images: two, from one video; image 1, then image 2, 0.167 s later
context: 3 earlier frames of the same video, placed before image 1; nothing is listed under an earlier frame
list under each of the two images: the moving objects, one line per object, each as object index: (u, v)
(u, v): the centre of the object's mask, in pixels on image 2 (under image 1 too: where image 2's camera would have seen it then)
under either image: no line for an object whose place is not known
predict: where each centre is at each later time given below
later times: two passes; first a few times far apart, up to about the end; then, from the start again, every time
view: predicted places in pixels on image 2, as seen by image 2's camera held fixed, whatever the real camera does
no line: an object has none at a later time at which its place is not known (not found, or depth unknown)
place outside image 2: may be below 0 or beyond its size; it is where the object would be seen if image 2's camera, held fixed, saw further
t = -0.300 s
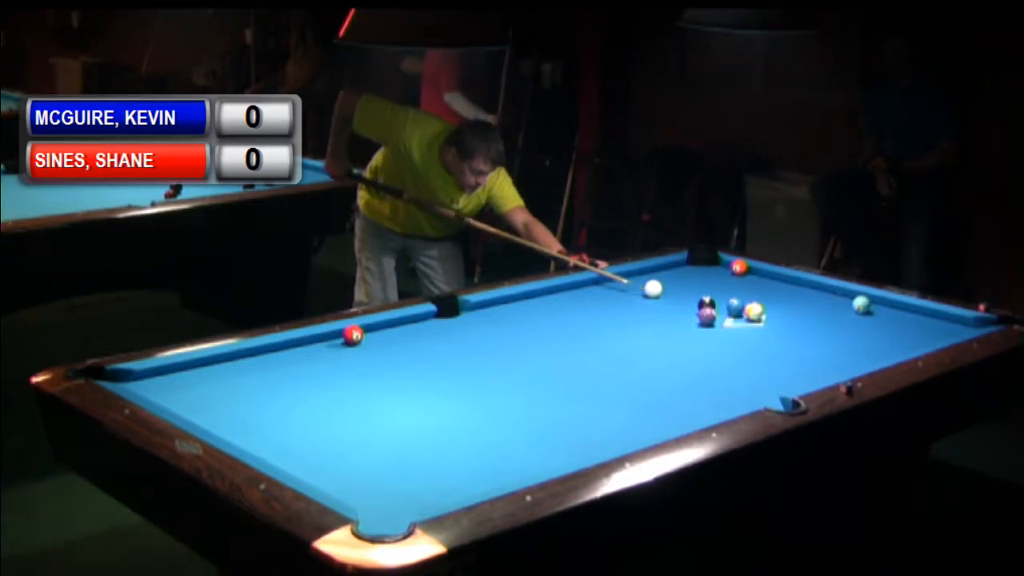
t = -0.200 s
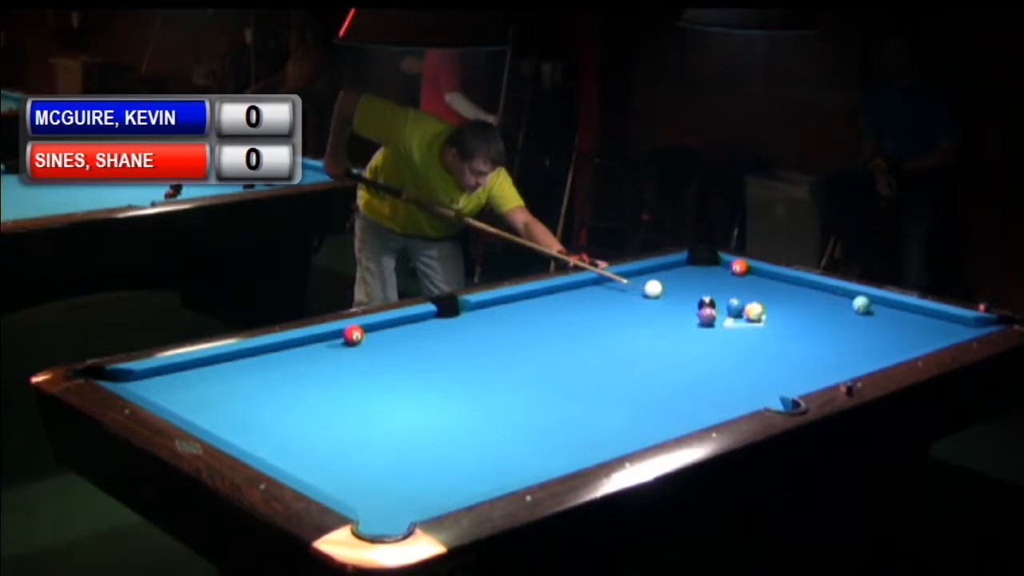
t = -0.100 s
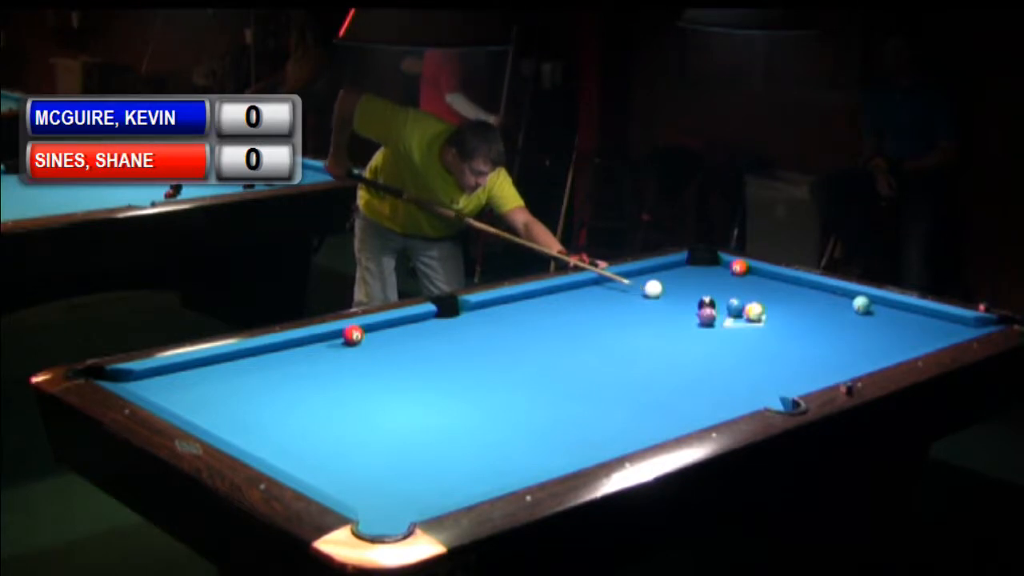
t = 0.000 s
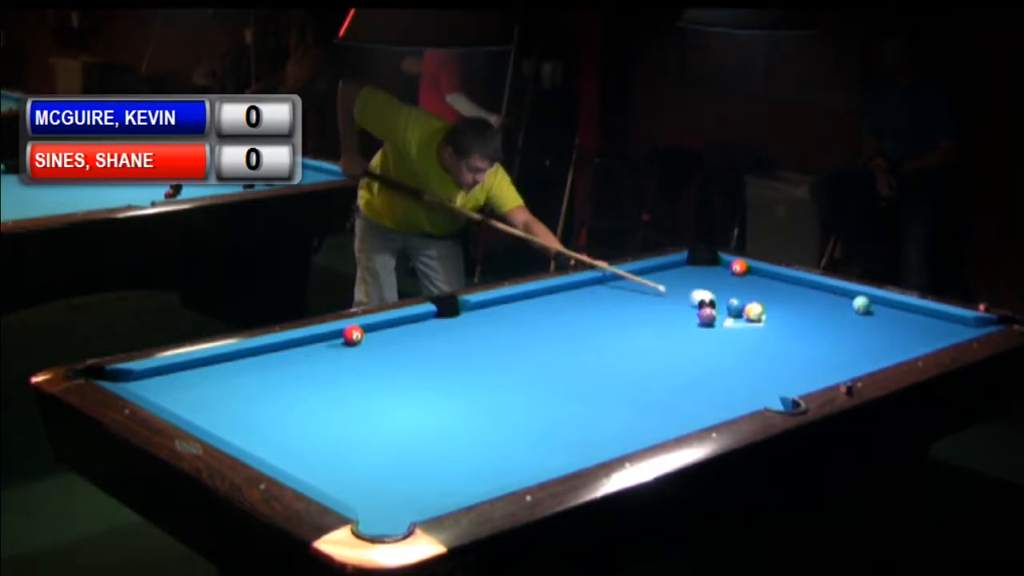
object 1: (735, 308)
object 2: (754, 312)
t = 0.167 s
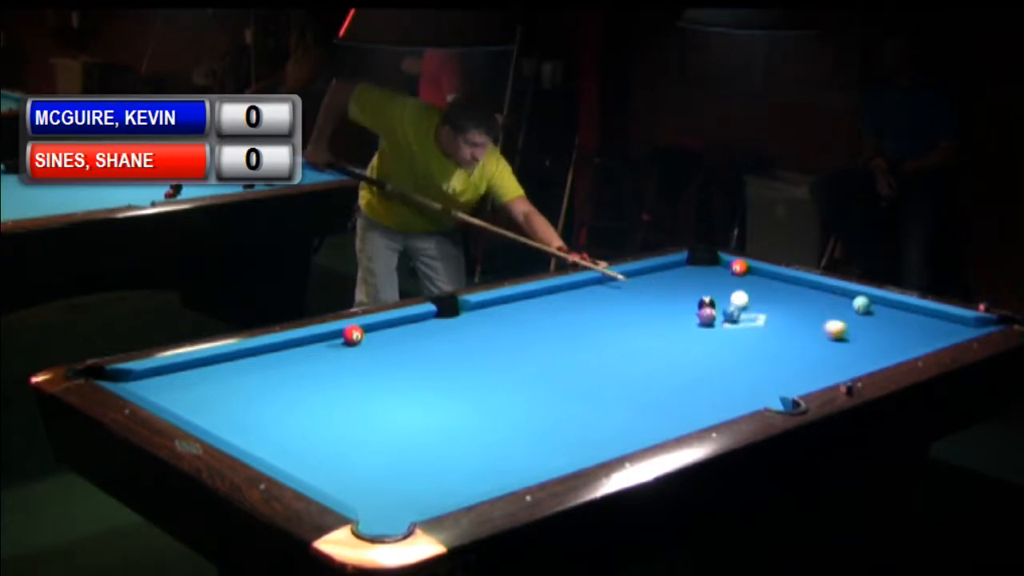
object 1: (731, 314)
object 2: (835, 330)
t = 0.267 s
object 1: (730, 318)
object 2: (892, 342)
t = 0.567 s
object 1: (720, 328)
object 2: (853, 332)
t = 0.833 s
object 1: (713, 338)
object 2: (798, 318)
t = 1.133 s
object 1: (706, 349)
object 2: (742, 305)
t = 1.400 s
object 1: (699, 358)
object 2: (695, 293)
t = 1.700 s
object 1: (692, 368)
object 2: (649, 282)
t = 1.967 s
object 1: (685, 377)
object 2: (630, 278)
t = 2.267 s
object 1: (680, 387)
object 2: (651, 283)
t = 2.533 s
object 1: (674, 396)
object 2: (669, 288)
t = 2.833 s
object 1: (669, 405)
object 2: (688, 293)
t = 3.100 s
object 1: (664, 412)
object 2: (703, 295)
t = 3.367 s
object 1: (660, 419)
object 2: (720, 301)
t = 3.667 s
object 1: (656, 424)
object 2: (733, 306)
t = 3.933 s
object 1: (652, 428)
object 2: (746, 309)
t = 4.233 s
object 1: (646, 431)
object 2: (758, 312)
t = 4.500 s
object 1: (638, 433)
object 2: (766, 314)
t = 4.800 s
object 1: (632, 434)
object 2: (776, 317)
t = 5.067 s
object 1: (630, 434)
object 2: (782, 318)
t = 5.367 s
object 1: (630, 434)
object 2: (788, 319)
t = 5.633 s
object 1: (631, 434)
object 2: (791, 320)
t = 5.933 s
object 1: (631, 435)
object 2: (793, 321)
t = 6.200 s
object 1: (631, 434)
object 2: (793, 321)
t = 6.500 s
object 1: (631, 434)
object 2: (793, 321)
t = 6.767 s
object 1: (631, 434)
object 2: (793, 321)
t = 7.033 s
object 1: (631, 434)
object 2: (793, 321)
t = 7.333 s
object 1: (631, 434)
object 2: (793, 321)
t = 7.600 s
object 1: (631, 434)
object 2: (793, 321)
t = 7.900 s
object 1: (631, 434)
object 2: (793, 321)
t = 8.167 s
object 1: (631, 435)
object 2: (793, 321)
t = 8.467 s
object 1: (631, 435)
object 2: (793, 321)
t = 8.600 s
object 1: (631, 434)
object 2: (793, 321)
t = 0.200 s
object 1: (730, 315)
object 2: (855, 334)
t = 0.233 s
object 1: (730, 317)
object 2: (874, 339)
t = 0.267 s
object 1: (730, 318)
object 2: (892, 342)
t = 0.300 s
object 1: (728, 318)
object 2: (908, 344)
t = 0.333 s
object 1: (727, 318)
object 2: (910, 344)
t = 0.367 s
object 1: (726, 321)
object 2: (900, 343)
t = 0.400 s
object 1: (725, 322)
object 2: (891, 342)
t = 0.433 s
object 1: (724, 324)
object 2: (883, 340)
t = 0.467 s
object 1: (723, 326)
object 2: (876, 337)
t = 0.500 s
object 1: (722, 327)
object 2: (868, 335)
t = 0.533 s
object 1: (721, 327)
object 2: (860, 334)
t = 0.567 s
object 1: (720, 328)
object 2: (853, 332)
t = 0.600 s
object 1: (720, 330)
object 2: (846, 330)
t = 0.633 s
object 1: (719, 331)
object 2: (839, 328)
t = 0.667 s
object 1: (719, 332)
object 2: (832, 327)
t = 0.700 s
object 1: (717, 334)
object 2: (825, 325)
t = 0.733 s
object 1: (717, 335)
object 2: (819, 323)
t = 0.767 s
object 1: (715, 336)
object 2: (812, 322)
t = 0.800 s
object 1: (714, 338)
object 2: (805, 321)
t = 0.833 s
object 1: (713, 338)
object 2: (798, 318)
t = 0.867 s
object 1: (713, 339)
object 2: (792, 317)
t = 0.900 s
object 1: (712, 340)
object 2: (785, 316)
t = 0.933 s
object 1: (711, 342)
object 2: (779, 314)
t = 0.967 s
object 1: (710, 342)
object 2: (773, 312)
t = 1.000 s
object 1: (709, 344)
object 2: (766, 311)
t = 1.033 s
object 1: (708, 345)
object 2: (760, 309)
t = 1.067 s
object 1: (707, 346)
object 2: (754, 308)
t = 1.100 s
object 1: (707, 348)
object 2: (748, 306)
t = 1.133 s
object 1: (706, 349)
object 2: (742, 305)
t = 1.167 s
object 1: (705, 350)
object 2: (736, 304)
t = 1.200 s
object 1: (704, 351)
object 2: (731, 302)
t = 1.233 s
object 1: (703, 352)
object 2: (725, 300)
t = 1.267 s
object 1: (702, 353)
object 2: (720, 298)
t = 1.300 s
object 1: (701, 354)
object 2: (714, 296)
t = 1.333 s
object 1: (701, 356)
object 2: (708, 294)
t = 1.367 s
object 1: (700, 357)
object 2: (701, 294)
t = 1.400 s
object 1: (699, 358)
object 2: (695, 293)
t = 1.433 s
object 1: (698, 359)
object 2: (690, 292)
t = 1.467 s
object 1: (697, 360)
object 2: (686, 291)
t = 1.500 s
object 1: (697, 362)
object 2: (680, 290)
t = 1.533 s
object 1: (696, 362)
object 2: (675, 288)
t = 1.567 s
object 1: (695, 364)
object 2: (670, 287)
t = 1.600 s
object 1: (694, 365)
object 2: (665, 286)
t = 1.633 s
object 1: (694, 366)
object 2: (660, 284)
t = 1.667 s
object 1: (693, 367)
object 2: (654, 283)
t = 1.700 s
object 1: (692, 368)
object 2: (649, 282)
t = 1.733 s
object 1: (691, 370)
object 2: (645, 281)
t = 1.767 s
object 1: (690, 371)
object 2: (640, 279)
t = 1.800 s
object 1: (689, 372)
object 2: (635, 278)
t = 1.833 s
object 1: (688, 373)
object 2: (630, 277)
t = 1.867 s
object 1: (688, 374)
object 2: (625, 276)
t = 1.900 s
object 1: (687, 375)
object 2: (625, 276)
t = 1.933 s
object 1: (686, 376)
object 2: (628, 276)
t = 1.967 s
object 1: (685, 377)
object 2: (630, 278)
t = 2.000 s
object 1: (685, 378)
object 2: (632, 278)
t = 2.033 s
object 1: (684, 380)
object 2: (635, 278)
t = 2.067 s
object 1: (683, 380)
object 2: (637, 279)
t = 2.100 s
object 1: (683, 382)
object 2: (639, 280)
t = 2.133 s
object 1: (682, 383)
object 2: (642, 281)
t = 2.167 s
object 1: (681, 384)
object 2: (644, 281)
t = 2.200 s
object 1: (681, 385)
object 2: (647, 282)
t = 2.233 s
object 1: (680, 386)
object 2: (649, 282)
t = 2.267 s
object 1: (680, 387)
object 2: (651, 283)
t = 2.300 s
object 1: (679, 388)
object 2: (653, 284)
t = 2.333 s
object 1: (678, 389)
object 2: (656, 284)
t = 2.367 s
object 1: (677, 390)
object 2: (658, 285)
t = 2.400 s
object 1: (677, 391)
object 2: (661, 285)
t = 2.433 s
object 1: (676, 393)
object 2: (663, 286)
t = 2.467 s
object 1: (675, 394)
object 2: (665, 287)
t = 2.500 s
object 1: (675, 394)
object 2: (667, 288)
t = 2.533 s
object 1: (674, 396)
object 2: (669, 288)
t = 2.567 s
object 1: (673, 396)
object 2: (671, 289)
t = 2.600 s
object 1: (673, 397)
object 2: (673, 290)
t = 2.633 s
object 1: (672, 398)
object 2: (675, 290)
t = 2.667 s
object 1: (672, 400)
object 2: (678, 291)
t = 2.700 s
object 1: (671, 401)
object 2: (680, 291)
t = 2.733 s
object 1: (670, 402)
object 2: (682, 292)
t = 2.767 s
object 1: (670, 403)
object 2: (684, 292)
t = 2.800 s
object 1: (669, 403)
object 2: (686, 293)
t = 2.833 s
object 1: (669, 405)
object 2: (688, 293)
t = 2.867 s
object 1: (669, 405)
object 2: (690, 294)
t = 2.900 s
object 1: (668, 406)
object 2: (692, 294)
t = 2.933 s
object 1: (667, 407)
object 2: (694, 295)
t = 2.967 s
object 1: (667, 408)
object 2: (695, 295)
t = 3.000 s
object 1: (666, 409)
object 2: (697, 295)
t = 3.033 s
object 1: (666, 410)
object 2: (700, 295)
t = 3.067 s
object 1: (665, 411)
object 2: (701, 295)
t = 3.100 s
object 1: (664, 412)
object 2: (703, 295)
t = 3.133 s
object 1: (664, 413)
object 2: (706, 295)
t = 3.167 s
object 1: (664, 413)
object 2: (707, 295)
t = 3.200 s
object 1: (663, 414)
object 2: (710, 296)
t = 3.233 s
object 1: (663, 415)
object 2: (712, 296)
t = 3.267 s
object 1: (662, 416)
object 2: (714, 297)
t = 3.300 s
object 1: (661, 417)
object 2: (715, 298)
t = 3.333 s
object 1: (661, 418)
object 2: (718, 300)
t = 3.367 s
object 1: (660, 419)
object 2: (720, 301)
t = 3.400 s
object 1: (660, 419)
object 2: (721, 302)
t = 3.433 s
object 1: (659, 420)
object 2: (723, 302)
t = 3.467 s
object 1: (659, 421)
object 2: (724, 303)
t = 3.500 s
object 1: (658, 422)
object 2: (725, 304)
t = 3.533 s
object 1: (658, 422)
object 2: (727, 304)
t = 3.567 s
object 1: (657, 422)
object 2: (729, 304)
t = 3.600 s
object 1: (656, 423)
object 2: (730, 305)
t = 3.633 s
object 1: (656, 424)
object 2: (732, 305)
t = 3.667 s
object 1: (656, 424)
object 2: (733, 306)
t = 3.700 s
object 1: (655, 425)
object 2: (735, 306)
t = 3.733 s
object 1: (655, 426)
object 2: (737, 306)
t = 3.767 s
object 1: (655, 426)
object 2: (739, 307)
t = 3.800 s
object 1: (654, 426)
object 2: (740, 307)
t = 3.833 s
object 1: (654, 427)
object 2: (742, 308)
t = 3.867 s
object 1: (653, 427)
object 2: (743, 308)
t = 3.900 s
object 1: (653, 428)
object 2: (745, 308)
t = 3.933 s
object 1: (652, 428)
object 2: (746, 309)
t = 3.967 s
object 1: (652, 429)
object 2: (747, 309)
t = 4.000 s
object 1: (652, 429)
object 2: (749, 309)
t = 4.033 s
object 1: (651, 429)
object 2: (750, 310)
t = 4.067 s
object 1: (651, 430)
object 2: (752, 310)
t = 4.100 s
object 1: (650, 430)
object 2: (753, 311)
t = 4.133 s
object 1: (650, 431)
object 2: (754, 311)
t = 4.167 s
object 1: (648, 431)
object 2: (756, 312)
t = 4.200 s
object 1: (647, 431)
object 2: (757, 312)
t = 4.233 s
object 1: (646, 431)
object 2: (758, 312)
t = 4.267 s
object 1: (645, 432)
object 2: (759, 312)
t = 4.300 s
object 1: (644, 432)
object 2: (760, 312)
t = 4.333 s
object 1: (643, 432)
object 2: (761, 313)
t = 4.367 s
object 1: (642, 432)
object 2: (762, 313)
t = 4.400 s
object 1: (641, 432)
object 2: (763, 313)
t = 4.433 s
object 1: (640, 432)
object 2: (764, 314)
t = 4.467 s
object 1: (639, 432)
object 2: (765, 314)
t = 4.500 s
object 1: (638, 433)
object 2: (766, 314)
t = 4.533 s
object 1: (638, 433)
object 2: (767, 315)
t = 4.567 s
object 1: (637, 433)
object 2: (768, 315)
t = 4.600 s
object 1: (636, 433)
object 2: (769, 315)
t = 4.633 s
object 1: (635, 433)
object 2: (771, 315)
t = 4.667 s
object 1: (634, 434)
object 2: (772, 316)
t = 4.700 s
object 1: (634, 434)
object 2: (772, 316)
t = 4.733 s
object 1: (633, 434)
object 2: (774, 316)
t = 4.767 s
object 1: (633, 434)
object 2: (774, 316)
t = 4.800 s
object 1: (632, 434)
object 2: (776, 317)
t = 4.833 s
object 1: (632, 434)
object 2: (776, 317)
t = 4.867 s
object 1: (631, 434)
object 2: (777, 317)
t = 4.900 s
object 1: (631, 435)
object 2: (778, 317)
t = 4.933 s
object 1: (631, 435)
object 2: (779, 318)
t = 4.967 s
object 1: (630, 435)
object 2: (780, 318)
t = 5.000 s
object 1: (630, 434)
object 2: (781, 318)
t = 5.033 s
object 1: (630, 435)
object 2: (782, 318)
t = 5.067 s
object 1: (630, 434)
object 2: (782, 318)
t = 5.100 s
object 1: (630, 435)
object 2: (783, 318)
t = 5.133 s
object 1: (630, 435)
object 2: (784, 318)
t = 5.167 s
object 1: (630, 435)
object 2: (784, 319)
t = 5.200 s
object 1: (630, 434)
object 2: (785, 319)
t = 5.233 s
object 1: (630, 434)
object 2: (785, 319)
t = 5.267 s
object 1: (630, 435)
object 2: (786, 319)
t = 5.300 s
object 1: (630, 434)
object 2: (787, 319)
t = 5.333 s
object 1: (630, 434)
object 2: (788, 319)
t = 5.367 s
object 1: (630, 434)
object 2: (788, 319)
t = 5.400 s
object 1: (630, 435)
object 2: (789, 319)
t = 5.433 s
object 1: (631, 435)
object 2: (789, 320)
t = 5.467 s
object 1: (631, 434)
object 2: (789, 320)
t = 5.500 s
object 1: (631, 434)
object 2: (790, 320)
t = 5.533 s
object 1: (631, 434)
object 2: (790, 320)
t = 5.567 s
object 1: (631, 434)
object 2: (791, 320)
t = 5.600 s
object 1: (631, 434)
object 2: (791, 320)
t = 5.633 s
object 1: (631, 434)
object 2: (791, 320)
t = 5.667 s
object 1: (631, 434)
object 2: (791, 321)
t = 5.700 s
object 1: (631, 434)
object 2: (792, 321)
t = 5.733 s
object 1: (631, 434)
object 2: (792, 321)
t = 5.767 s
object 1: (631, 434)
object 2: (792, 321)
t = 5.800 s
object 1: (631, 434)
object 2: (792, 321)
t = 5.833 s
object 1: (631, 434)
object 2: (792, 321)
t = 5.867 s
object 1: (631, 435)
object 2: (792, 321)
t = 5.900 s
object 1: (631, 435)
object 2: (792, 321)
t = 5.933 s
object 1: (631, 435)
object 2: (793, 321)
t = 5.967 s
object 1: (631, 435)
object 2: (793, 321)
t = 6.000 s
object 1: (631, 434)
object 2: (793, 321)
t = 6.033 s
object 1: (631, 434)
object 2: (793, 321)
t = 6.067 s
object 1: (631, 435)
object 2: (793, 321)
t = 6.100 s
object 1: (631, 435)
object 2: (793, 321)
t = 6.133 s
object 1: (631, 434)
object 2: (793, 321)
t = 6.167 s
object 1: (631, 434)
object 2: (793, 321)
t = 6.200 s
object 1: (631, 434)
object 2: (793, 321)
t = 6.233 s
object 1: (631, 434)
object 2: (793, 321)
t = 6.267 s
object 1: (631, 434)
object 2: (793, 321)
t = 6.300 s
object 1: (631, 434)
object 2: (793, 321)
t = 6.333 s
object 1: (631, 434)
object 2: (793, 321)
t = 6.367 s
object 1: (631, 434)
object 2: (793, 321)
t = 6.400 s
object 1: (631, 434)
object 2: (793, 321)
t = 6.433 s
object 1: (631, 434)
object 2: (793, 321)
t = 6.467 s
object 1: (631, 434)
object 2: (793, 321)
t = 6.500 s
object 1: (631, 434)
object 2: (793, 321)
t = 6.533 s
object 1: (631, 434)
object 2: (793, 321)
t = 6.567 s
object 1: (631, 434)
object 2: (793, 321)
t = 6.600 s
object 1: (631, 434)
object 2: (793, 321)
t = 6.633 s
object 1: (631, 434)
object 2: (793, 321)
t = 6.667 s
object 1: (631, 434)
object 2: (793, 321)
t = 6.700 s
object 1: (631, 434)
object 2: (793, 321)
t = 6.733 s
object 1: (631, 434)
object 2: (793, 321)
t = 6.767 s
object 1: (631, 434)
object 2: (793, 321)
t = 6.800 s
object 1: (631, 434)
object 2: (793, 321)
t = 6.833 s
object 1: (631, 434)
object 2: (793, 321)
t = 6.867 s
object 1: (631, 434)
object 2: (793, 321)
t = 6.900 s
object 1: (631, 434)
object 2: (793, 321)
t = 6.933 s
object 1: (631, 434)
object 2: (793, 321)
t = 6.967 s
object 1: (631, 434)
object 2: (793, 321)
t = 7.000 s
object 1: (631, 434)
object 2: (793, 321)
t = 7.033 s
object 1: (631, 434)
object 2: (793, 321)
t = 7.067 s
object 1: (631, 434)
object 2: (793, 321)
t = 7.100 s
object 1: (631, 434)
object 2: (793, 321)
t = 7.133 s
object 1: (631, 434)
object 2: (793, 321)
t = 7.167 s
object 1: (631, 434)
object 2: (793, 321)
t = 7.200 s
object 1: (631, 434)
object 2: (793, 321)
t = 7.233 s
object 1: (631, 434)
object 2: (793, 321)
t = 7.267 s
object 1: (631, 434)
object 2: (793, 321)
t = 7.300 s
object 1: (631, 434)
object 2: (793, 321)
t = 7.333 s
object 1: (631, 434)
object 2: (793, 321)
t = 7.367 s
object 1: (631, 434)
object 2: (793, 321)
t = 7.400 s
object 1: (631, 434)
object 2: (793, 321)
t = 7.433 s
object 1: (631, 434)
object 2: (793, 321)
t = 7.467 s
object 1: (631, 434)
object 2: (793, 321)
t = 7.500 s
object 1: (631, 434)
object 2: (793, 321)
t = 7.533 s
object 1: (631, 434)
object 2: (793, 321)
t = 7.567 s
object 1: (631, 434)
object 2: (793, 321)
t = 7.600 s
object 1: (631, 434)
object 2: (793, 321)
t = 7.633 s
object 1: (631, 434)
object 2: (793, 321)
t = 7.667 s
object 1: (631, 434)
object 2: (793, 321)
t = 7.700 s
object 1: (631, 434)
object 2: (793, 321)
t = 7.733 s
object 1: (631, 434)
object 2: (793, 321)
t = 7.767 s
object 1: (631, 434)
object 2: (793, 321)
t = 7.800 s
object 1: (631, 434)
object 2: (793, 321)
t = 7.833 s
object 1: (631, 434)
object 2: (793, 321)
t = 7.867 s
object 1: (631, 434)
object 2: (793, 321)
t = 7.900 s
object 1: (631, 434)
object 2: (793, 321)
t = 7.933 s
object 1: (631, 435)
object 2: (793, 321)
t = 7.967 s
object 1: (631, 434)
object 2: (793, 321)
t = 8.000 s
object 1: (631, 434)
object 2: (793, 321)
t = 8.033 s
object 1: (631, 434)
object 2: (793, 321)
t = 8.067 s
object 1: (631, 434)
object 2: (793, 321)
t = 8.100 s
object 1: (631, 435)
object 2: (793, 321)
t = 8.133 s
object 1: (631, 435)
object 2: (793, 321)
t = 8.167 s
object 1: (631, 435)
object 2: (793, 321)
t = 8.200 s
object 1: (631, 435)
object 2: (793, 321)
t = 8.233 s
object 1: (631, 435)
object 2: (793, 321)
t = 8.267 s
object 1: (631, 434)
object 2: (793, 321)
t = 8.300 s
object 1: (631, 434)
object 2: (793, 321)
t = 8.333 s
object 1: (631, 434)
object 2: (793, 321)
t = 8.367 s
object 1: (631, 435)
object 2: (793, 321)
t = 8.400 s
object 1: (631, 435)
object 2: (793, 321)
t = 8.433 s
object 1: (631, 435)
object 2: (793, 321)
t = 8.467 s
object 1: (631, 435)
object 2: (793, 321)
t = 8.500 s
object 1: (631, 435)
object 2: (793, 321)
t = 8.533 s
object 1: (631, 434)
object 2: (793, 321)
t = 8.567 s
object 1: (631, 435)
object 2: (793, 321)
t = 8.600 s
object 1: (631, 434)
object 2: (793, 321)
